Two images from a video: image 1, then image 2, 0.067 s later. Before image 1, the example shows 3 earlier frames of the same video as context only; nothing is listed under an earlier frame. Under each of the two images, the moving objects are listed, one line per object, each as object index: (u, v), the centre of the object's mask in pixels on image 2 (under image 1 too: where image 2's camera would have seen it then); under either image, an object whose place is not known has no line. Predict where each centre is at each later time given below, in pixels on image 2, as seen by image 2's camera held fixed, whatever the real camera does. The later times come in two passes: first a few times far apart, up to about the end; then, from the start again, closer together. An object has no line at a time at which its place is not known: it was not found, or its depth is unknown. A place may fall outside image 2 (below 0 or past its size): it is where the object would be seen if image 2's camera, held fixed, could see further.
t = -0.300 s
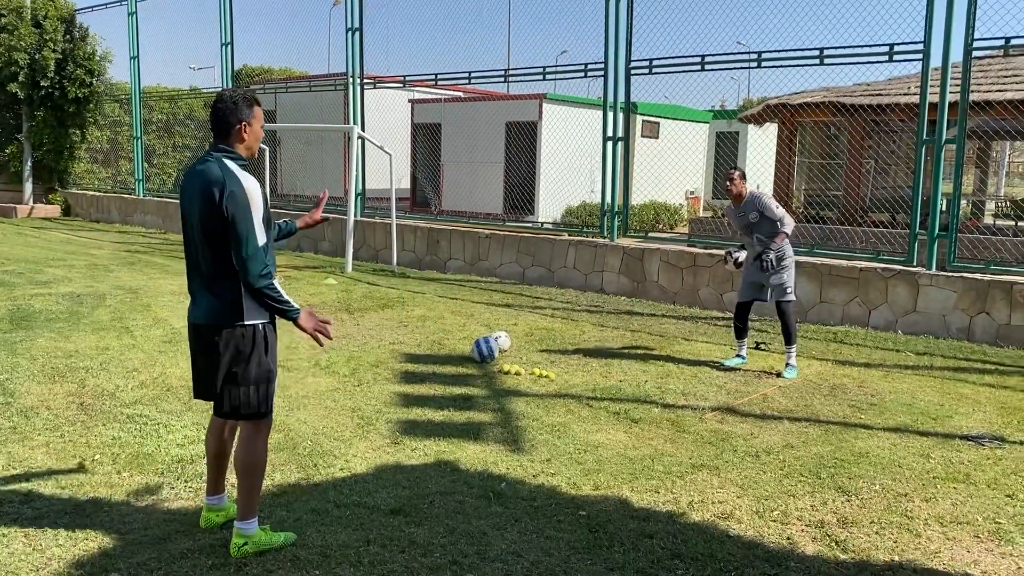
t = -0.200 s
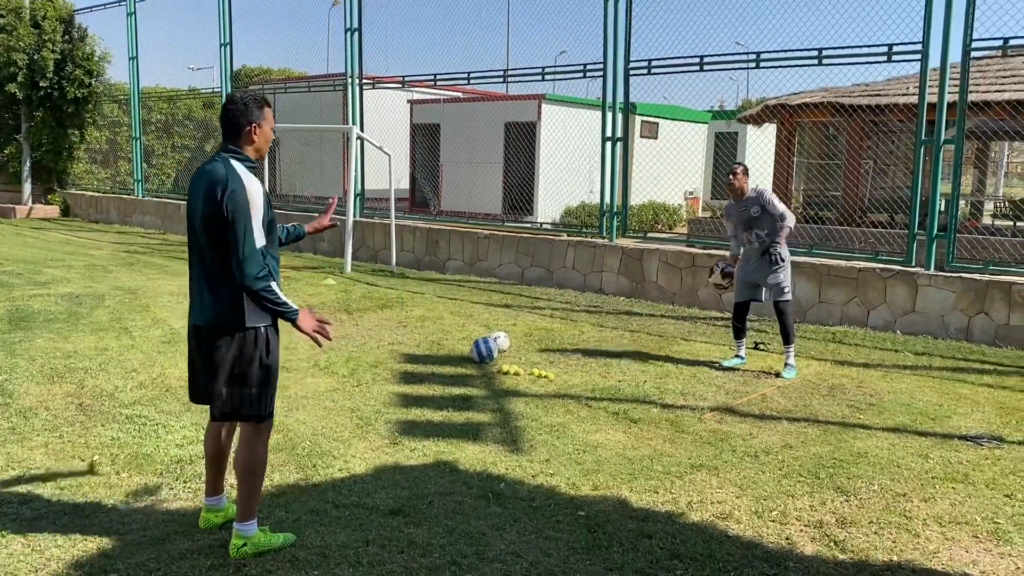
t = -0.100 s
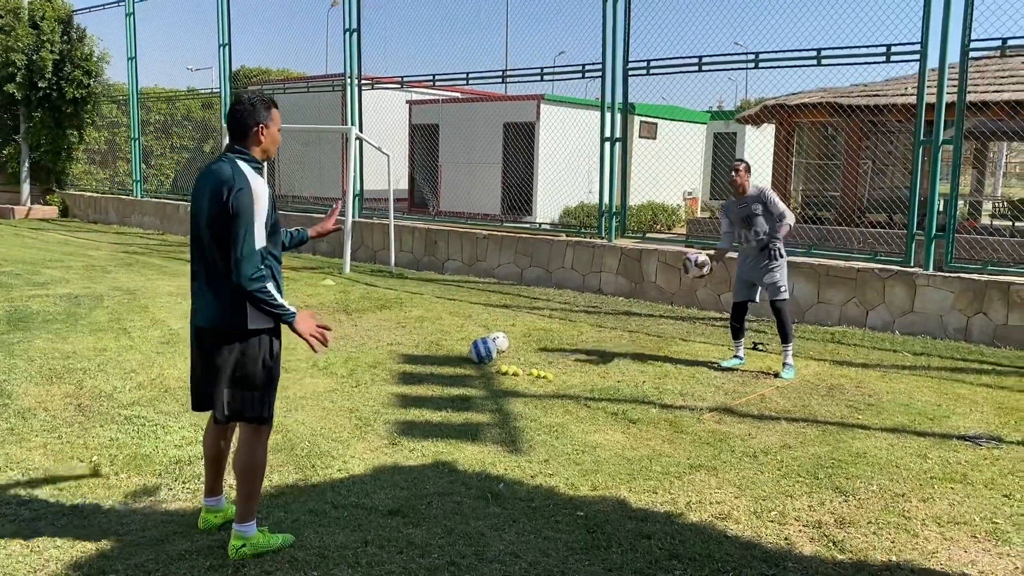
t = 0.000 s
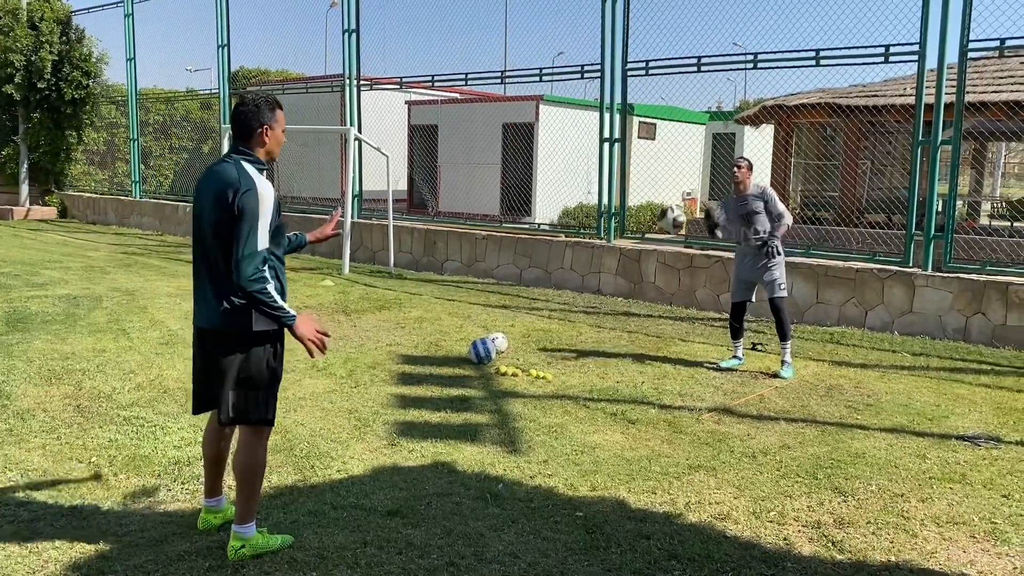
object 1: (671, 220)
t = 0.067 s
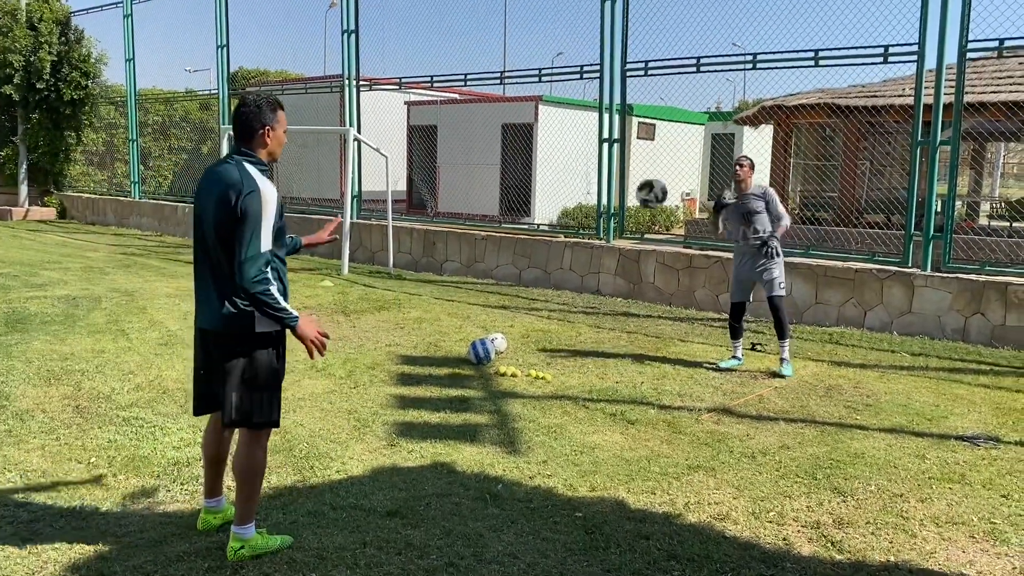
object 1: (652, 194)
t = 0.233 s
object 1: (594, 144)
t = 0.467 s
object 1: (478, 140)
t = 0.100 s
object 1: (642, 181)
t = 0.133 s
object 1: (631, 170)
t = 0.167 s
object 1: (619, 159)
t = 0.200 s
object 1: (607, 150)
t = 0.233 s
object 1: (594, 144)
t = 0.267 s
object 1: (580, 139)
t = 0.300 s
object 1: (566, 133)
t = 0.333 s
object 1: (551, 130)
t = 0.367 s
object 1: (534, 129)
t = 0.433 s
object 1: (498, 133)
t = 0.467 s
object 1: (478, 140)
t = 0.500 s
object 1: (457, 148)
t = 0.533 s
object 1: (435, 160)
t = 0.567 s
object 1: (411, 175)
